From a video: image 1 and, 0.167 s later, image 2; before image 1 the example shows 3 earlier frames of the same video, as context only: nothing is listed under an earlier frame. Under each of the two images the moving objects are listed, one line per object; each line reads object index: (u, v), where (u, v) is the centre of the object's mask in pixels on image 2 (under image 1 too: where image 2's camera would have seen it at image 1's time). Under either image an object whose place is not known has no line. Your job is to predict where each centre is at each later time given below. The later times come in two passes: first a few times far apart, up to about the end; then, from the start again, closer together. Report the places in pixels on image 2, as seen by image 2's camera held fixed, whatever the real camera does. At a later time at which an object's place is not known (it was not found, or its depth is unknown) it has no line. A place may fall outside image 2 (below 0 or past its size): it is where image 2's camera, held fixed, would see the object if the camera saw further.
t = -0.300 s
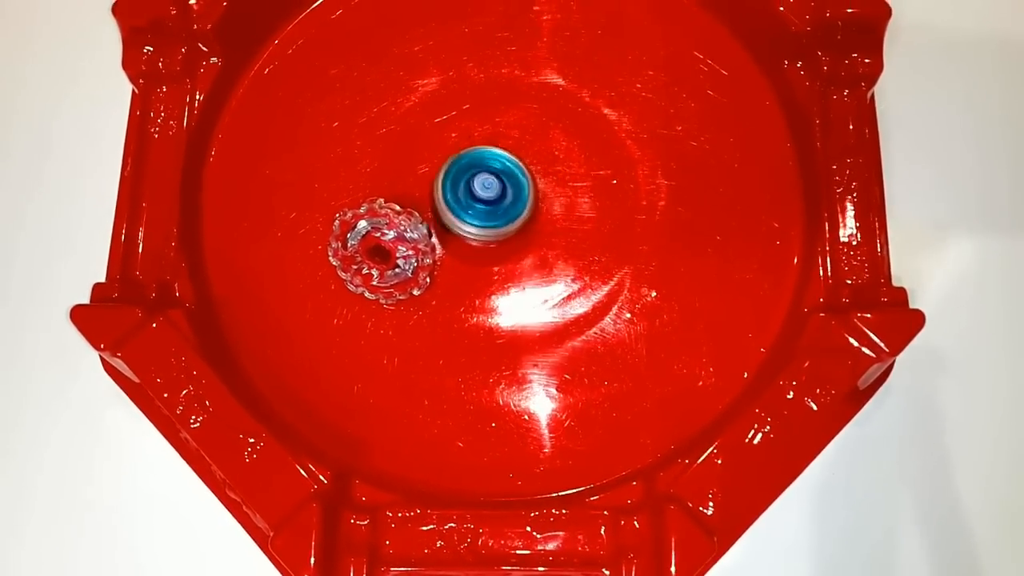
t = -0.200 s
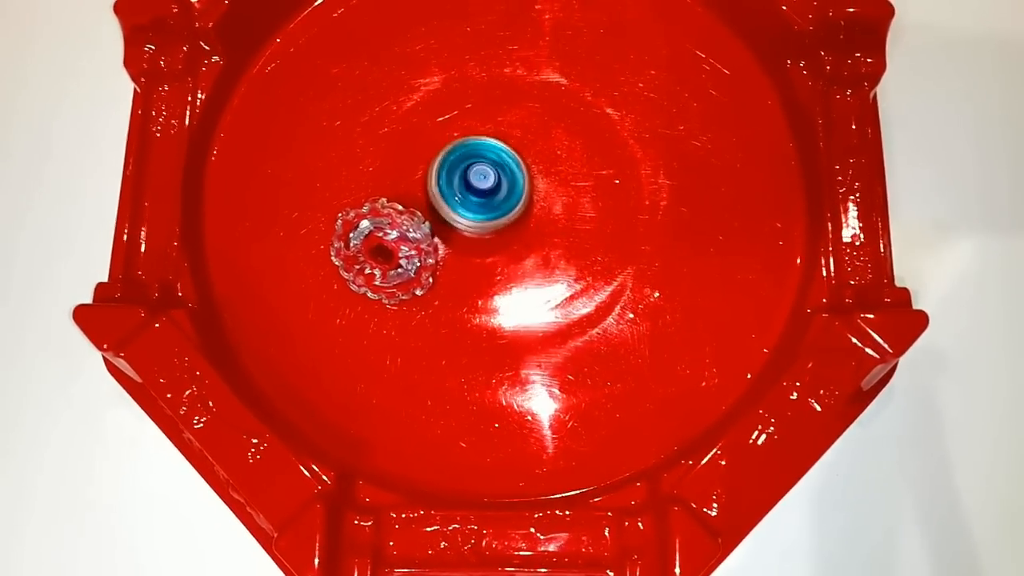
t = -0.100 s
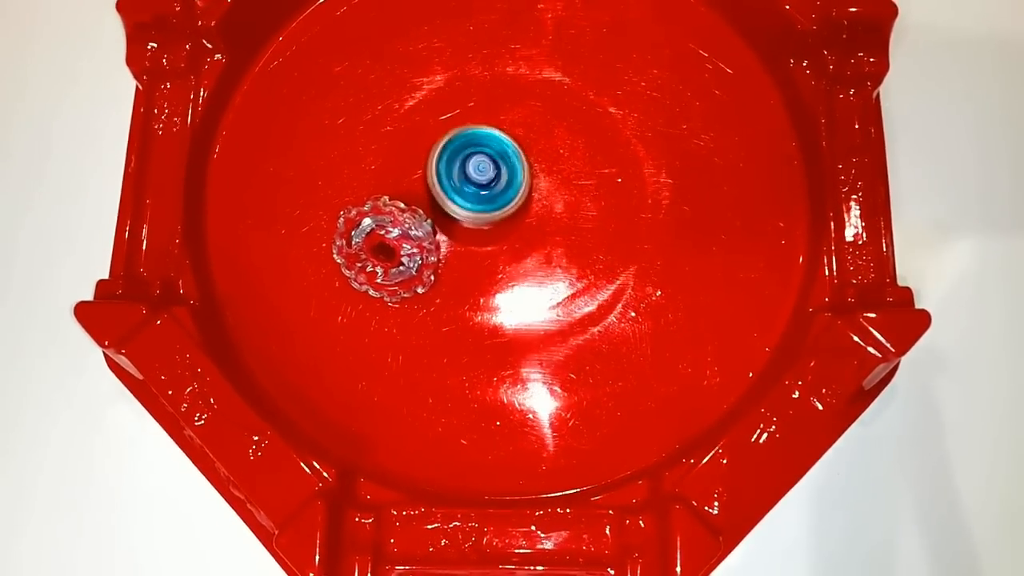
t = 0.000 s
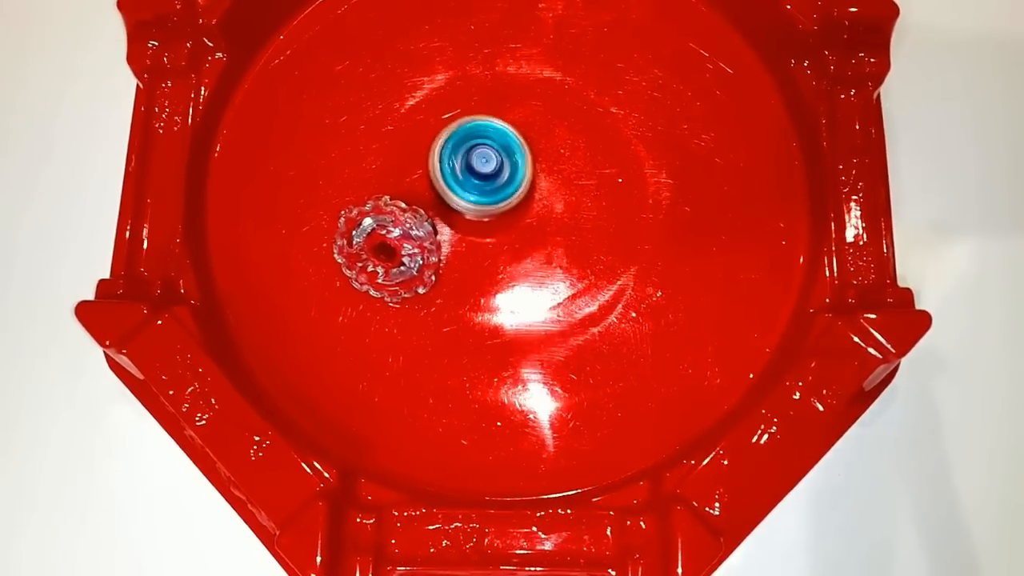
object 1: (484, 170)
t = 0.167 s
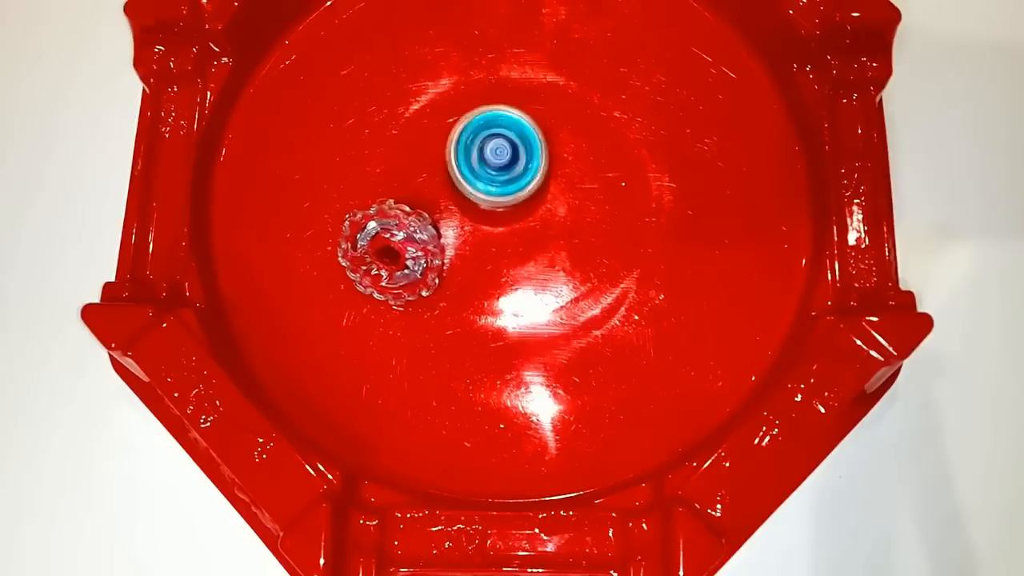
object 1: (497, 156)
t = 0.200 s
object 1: (500, 153)
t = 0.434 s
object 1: (529, 146)
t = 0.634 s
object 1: (554, 156)
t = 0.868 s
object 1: (569, 179)
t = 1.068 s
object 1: (566, 202)
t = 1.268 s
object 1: (545, 215)
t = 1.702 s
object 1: (501, 194)
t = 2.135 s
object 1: (508, 160)
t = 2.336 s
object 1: (529, 156)
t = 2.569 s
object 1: (554, 166)
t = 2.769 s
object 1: (565, 185)
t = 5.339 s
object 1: (504, 194)
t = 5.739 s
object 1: (512, 169)
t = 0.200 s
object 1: (500, 153)
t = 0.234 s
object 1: (504, 151)
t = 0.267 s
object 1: (508, 149)
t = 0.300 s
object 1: (512, 148)
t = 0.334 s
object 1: (516, 146)
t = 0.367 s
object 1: (520, 146)
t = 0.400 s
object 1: (525, 145)
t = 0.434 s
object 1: (529, 146)
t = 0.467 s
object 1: (533, 146)
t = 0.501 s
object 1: (538, 148)
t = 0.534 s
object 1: (542, 148)
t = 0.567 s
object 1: (546, 151)
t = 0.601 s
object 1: (550, 152)
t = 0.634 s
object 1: (554, 156)
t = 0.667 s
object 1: (557, 158)
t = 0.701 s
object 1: (561, 161)
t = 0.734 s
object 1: (563, 164)
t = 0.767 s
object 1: (565, 168)
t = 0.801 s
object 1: (567, 171)
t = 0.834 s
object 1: (568, 176)
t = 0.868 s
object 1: (569, 179)
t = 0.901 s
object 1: (570, 184)
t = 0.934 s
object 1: (570, 187)
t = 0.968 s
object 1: (569, 192)
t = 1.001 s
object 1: (569, 195)
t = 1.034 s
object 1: (567, 200)
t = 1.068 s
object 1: (566, 202)
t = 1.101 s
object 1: (563, 206)
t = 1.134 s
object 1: (560, 209)
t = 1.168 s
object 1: (557, 212)
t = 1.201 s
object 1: (554, 213)
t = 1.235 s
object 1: (550, 215)
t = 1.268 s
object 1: (545, 215)
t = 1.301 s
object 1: (541, 216)
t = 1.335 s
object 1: (537, 216)
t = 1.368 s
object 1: (533, 215)
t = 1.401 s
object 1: (528, 213)
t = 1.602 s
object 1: (508, 201)
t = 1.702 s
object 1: (501, 194)
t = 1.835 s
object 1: (495, 183)
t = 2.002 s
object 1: (498, 169)
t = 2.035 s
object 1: (500, 166)
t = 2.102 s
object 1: (505, 162)
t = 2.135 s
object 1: (508, 160)
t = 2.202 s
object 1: (514, 158)
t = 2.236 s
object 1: (519, 156)
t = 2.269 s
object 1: (521, 156)
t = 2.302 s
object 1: (526, 155)
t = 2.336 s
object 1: (529, 156)
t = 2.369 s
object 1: (534, 155)
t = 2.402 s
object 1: (536, 157)
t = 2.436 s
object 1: (541, 157)
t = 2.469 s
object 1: (544, 160)
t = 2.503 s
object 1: (548, 161)
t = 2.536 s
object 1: (551, 164)
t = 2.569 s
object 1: (554, 166)
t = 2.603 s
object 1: (556, 169)
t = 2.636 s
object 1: (559, 171)
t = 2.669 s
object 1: (562, 175)
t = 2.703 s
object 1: (562, 178)
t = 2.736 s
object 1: (564, 182)
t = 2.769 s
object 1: (565, 185)
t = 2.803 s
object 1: (565, 189)
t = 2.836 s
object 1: (564, 192)
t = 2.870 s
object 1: (564, 196)
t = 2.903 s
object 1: (562, 198)
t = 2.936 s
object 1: (561, 202)
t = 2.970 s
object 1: (558, 204)
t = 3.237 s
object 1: (531, 210)
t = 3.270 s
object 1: (528, 208)
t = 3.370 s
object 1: (517, 205)
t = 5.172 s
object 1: (516, 205)
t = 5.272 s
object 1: (508, 199)
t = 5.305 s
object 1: (506, 197)
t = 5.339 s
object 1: (504, 194)
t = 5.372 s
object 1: (503, 193)
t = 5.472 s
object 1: (500, 185)
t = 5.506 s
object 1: (501, 183)
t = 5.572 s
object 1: (501, 177)
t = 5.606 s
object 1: (502, 176)
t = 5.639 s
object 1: (503, 173)
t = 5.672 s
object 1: (506, 172)
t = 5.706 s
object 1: (508, 170)
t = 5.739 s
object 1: (512, 169)
